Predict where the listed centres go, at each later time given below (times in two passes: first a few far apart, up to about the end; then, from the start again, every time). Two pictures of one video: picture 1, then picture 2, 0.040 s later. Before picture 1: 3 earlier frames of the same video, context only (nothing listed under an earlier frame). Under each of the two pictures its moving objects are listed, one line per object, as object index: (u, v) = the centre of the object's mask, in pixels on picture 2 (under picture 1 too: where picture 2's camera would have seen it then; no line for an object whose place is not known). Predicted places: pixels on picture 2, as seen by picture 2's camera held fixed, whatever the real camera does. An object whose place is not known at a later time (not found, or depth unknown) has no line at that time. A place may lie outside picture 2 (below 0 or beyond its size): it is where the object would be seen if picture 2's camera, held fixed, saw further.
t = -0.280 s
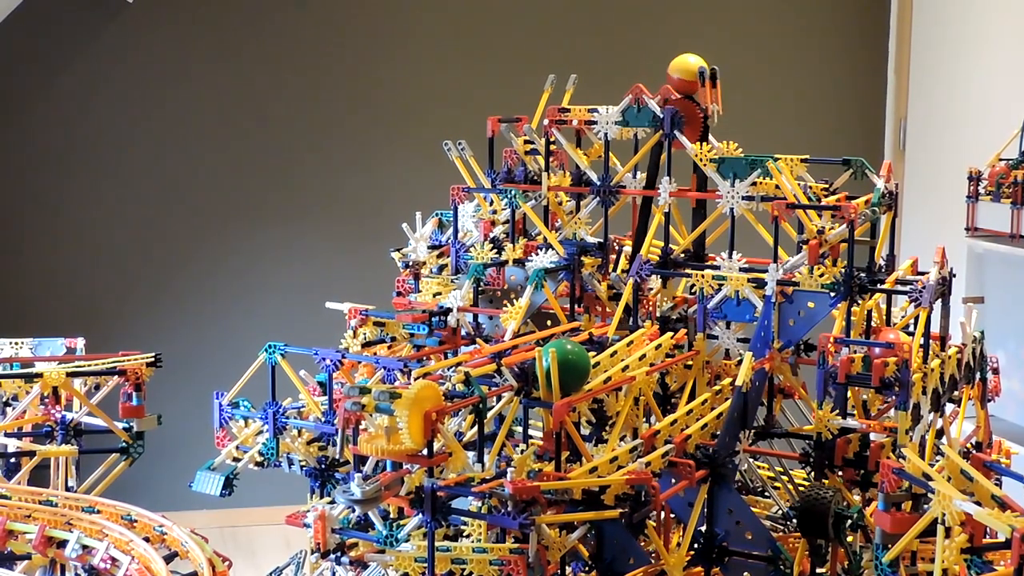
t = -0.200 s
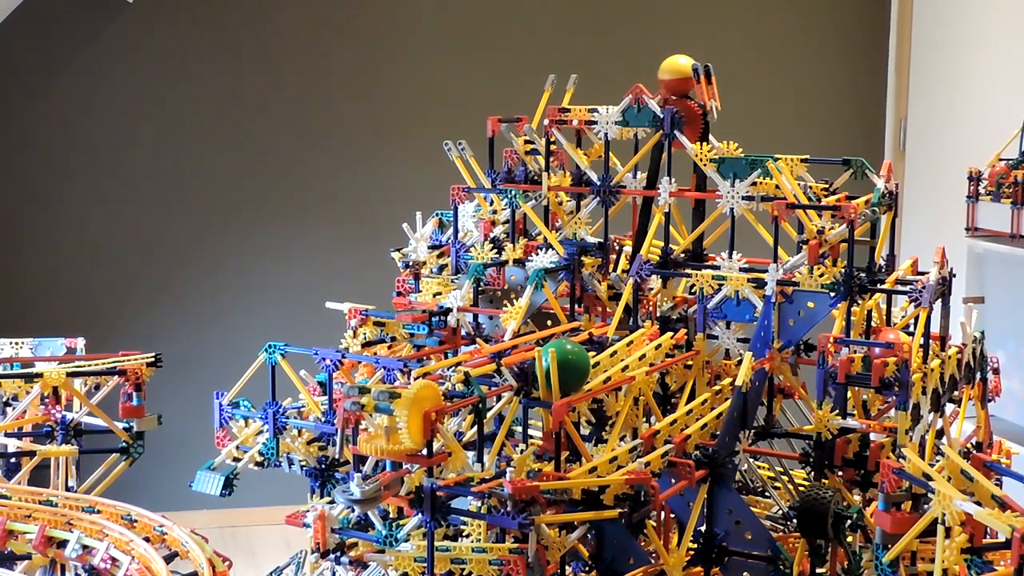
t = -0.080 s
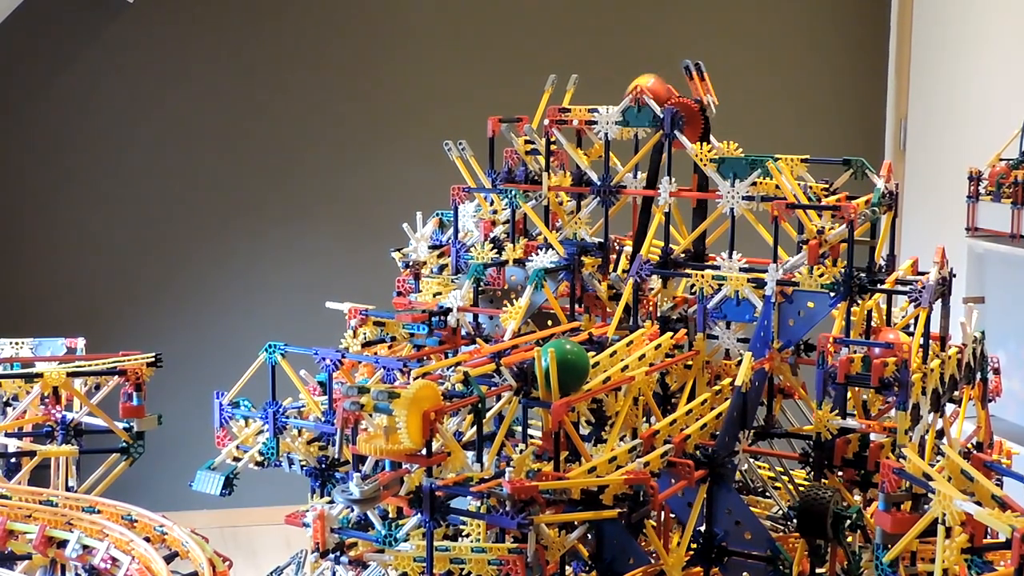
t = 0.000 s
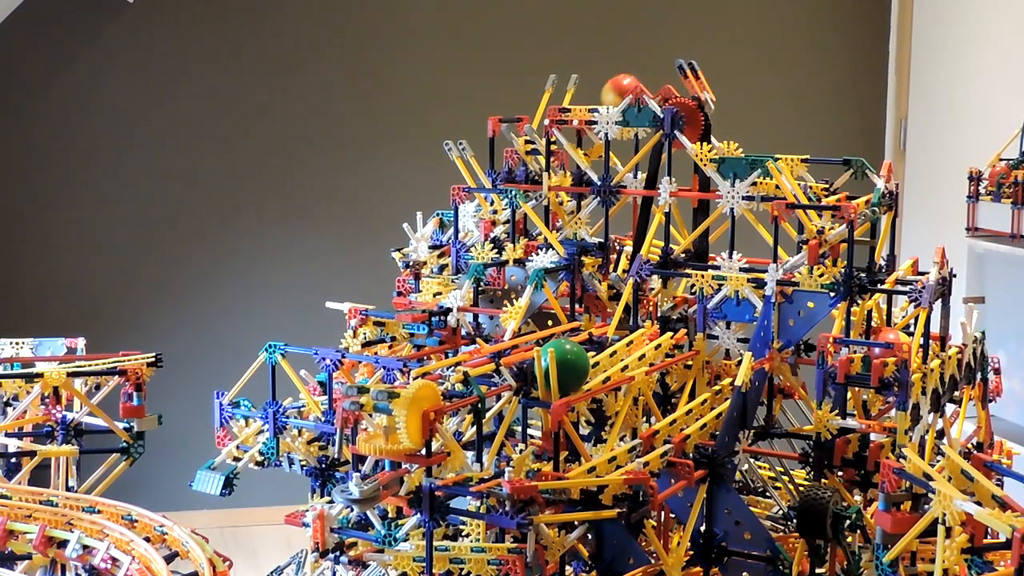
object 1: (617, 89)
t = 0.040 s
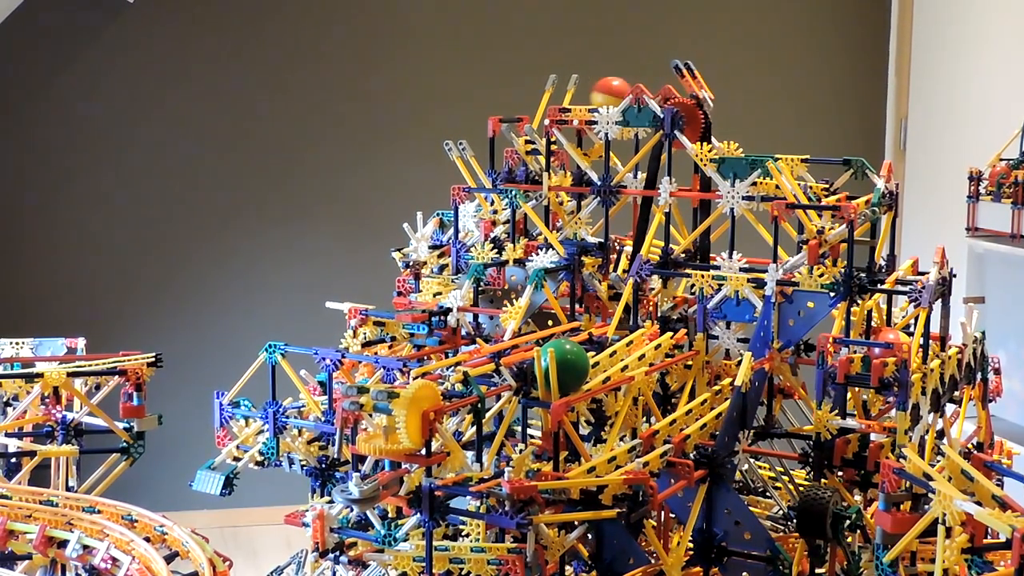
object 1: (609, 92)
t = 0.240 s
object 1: (560, 93)
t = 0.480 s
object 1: (530, 122)
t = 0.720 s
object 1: (503, 177)
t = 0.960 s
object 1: (554, 224)
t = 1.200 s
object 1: (620, 259)
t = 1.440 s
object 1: (604, 288)
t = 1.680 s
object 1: (568, 316)
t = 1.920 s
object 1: (527, 328)
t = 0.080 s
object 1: (601, 94)
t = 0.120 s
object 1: (591, 94)
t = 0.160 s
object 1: (581, 94)
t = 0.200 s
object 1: (570, 93)
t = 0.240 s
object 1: (560, 93)
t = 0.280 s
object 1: (547, 100)
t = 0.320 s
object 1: (532, 115)
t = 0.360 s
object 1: (523, 114)
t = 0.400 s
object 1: (527, 117)
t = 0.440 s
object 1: (532, 119)
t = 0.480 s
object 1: (530, 122)
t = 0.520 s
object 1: (526, 125)
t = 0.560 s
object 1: (522, 132)
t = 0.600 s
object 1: (520, 144)
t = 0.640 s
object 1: (516, 161)
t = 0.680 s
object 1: (505, 170)
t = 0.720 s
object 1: (503, 177)
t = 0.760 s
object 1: (518, 180)
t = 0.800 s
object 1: (532, 192)
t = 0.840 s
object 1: (536, 207)
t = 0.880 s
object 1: (536, 221)
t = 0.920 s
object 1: (545, 217)
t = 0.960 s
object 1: (554, 224)
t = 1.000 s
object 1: (569, 227)
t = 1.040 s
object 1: (579, 230)
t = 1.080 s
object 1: (591, 232)
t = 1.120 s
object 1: (600, 235)
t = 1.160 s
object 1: (609, 245)
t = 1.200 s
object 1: (620, 259)
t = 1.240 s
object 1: (623, 255)
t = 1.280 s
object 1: (624, 258)
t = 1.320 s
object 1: (620, 260)
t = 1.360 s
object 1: (614, 265)
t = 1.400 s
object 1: (608, 274)
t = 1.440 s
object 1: (604, 288)
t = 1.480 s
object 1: (602, 298)
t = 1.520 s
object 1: (599, 300)
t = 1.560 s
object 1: (595, 306)
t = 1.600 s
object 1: (586, 311)
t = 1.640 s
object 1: (575, 314)
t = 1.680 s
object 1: (568, 316)
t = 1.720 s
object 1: (561, 319)
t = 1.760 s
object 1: (554, 321)
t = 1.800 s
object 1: (547, 323)
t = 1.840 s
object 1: (540, 324)
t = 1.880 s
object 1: (534, 326)
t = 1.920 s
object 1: (527, 328)
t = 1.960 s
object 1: (521, 331)
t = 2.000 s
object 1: (514, 333)
